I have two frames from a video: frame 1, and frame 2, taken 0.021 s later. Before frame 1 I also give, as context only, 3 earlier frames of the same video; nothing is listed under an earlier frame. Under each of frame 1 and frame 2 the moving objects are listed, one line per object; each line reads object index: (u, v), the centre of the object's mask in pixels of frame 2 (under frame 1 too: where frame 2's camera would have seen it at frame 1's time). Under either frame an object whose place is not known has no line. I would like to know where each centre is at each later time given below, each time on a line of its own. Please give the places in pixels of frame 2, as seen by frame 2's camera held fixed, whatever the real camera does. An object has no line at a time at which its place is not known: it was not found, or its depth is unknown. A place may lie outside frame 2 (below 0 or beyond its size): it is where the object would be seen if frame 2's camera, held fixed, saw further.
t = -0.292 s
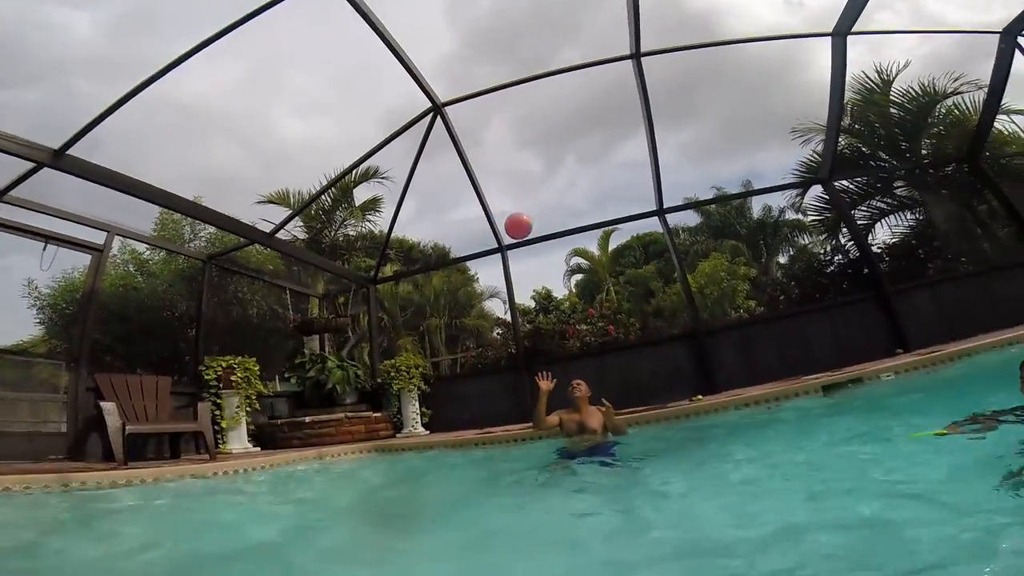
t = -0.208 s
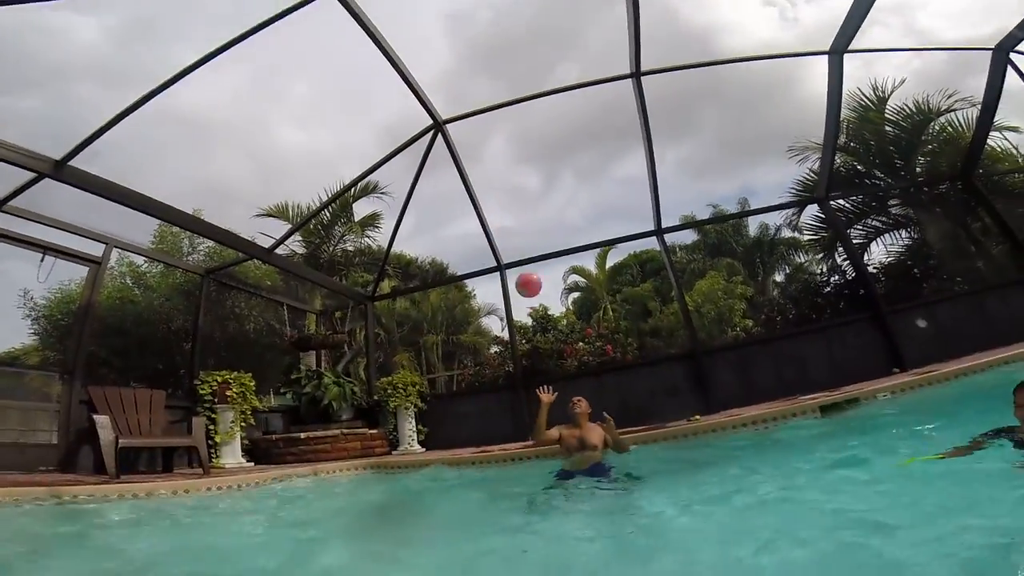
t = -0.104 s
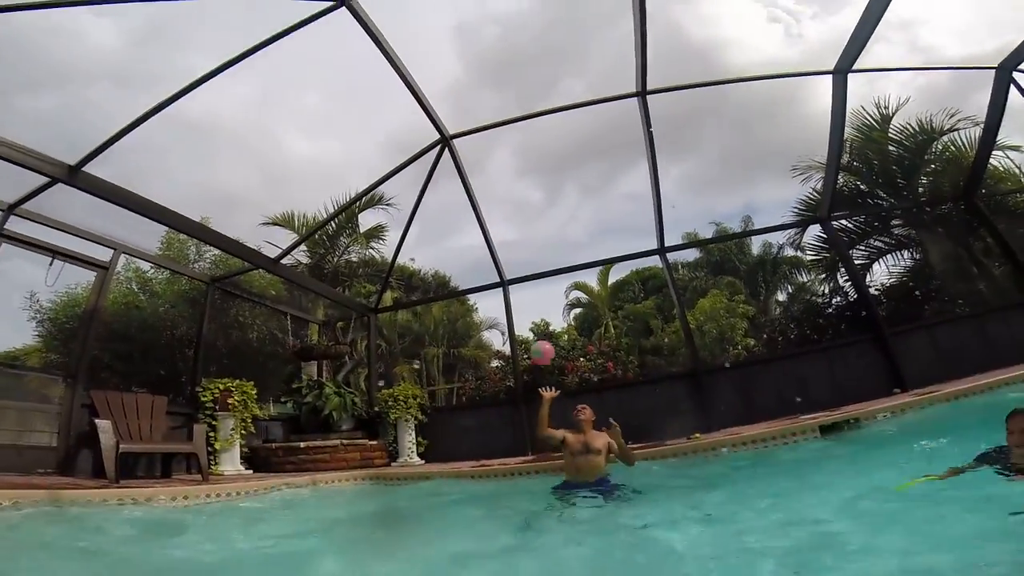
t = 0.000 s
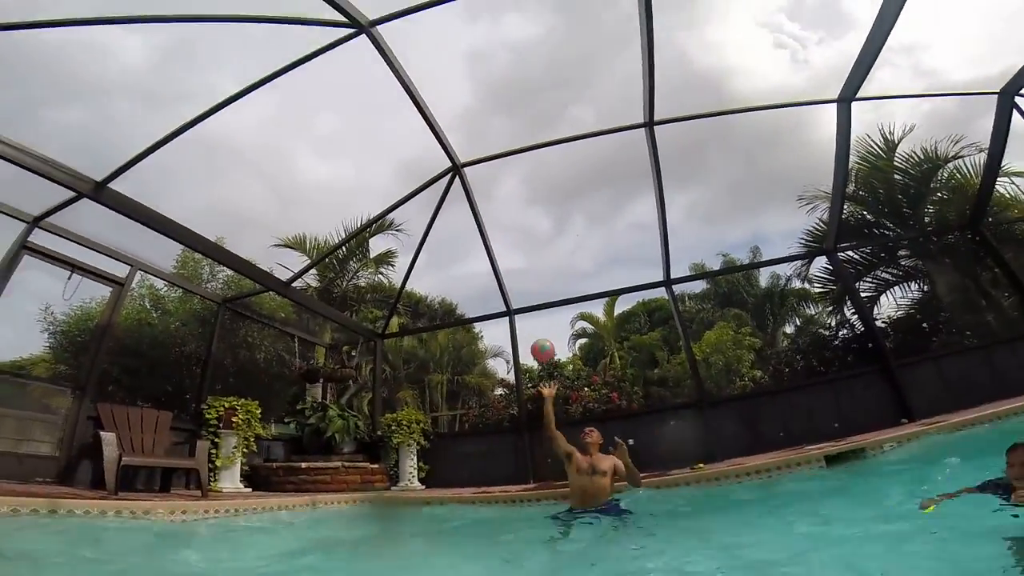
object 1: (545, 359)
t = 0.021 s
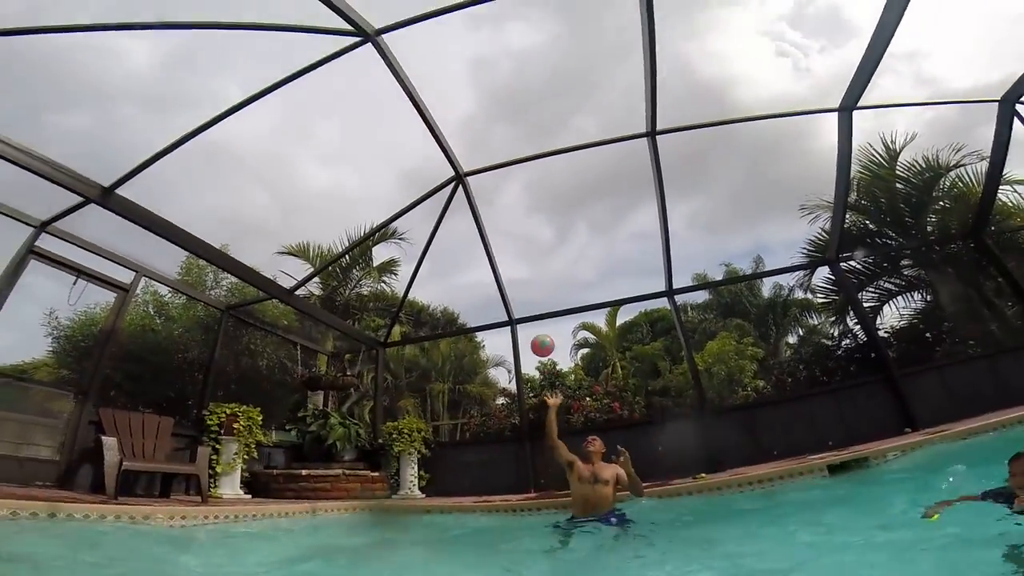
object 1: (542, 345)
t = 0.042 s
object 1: (540, 332)
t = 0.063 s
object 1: (538, 320)
